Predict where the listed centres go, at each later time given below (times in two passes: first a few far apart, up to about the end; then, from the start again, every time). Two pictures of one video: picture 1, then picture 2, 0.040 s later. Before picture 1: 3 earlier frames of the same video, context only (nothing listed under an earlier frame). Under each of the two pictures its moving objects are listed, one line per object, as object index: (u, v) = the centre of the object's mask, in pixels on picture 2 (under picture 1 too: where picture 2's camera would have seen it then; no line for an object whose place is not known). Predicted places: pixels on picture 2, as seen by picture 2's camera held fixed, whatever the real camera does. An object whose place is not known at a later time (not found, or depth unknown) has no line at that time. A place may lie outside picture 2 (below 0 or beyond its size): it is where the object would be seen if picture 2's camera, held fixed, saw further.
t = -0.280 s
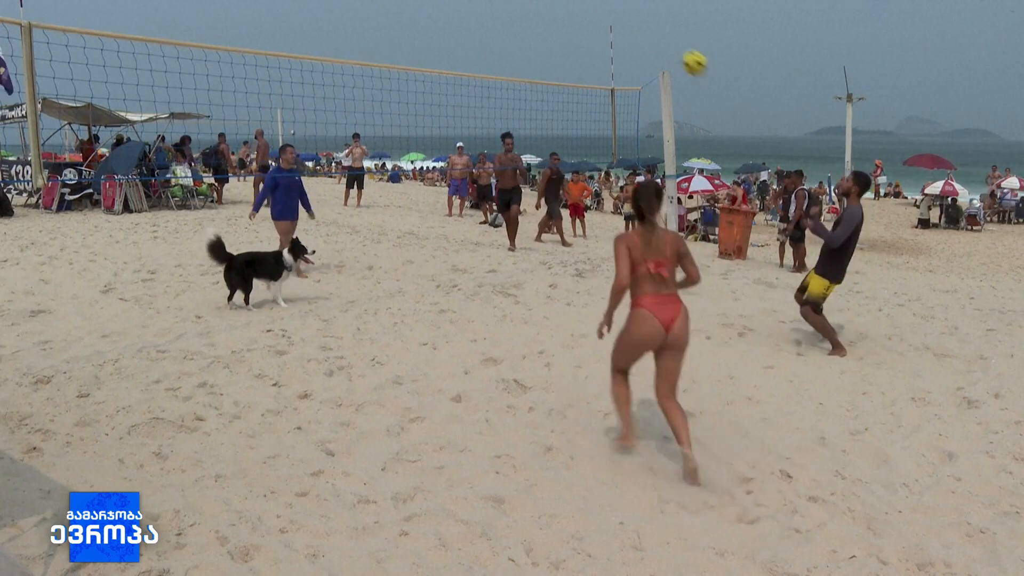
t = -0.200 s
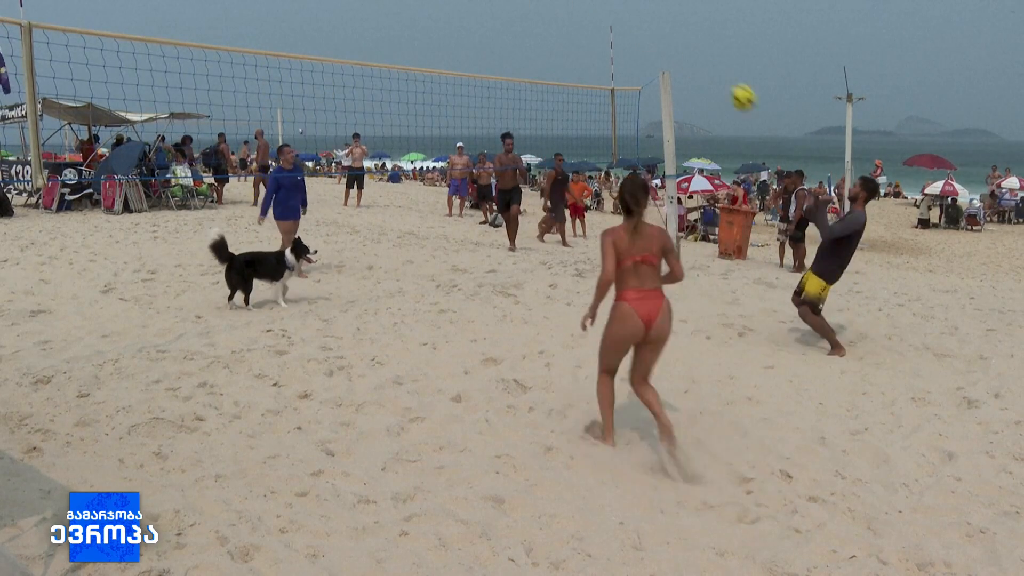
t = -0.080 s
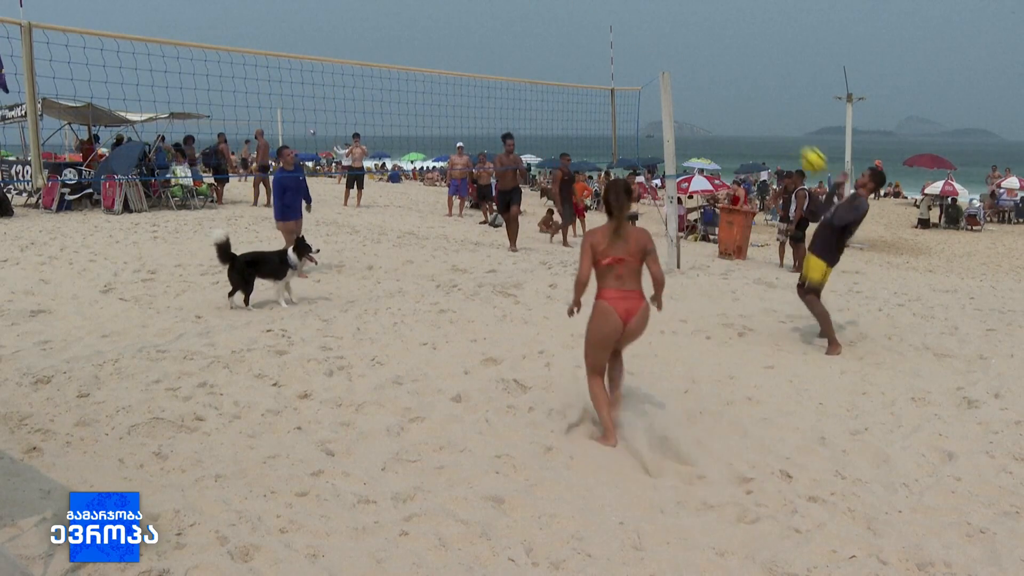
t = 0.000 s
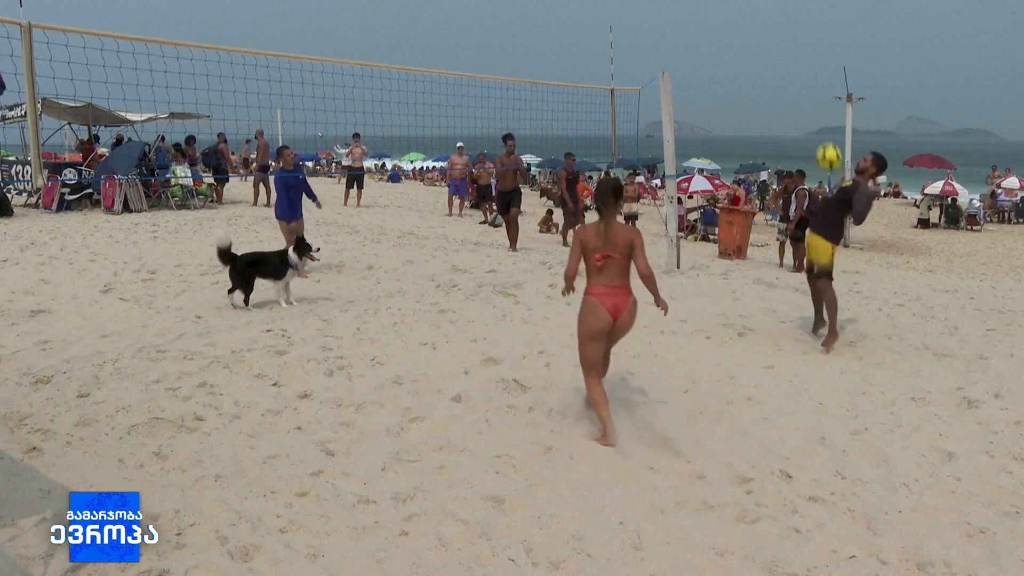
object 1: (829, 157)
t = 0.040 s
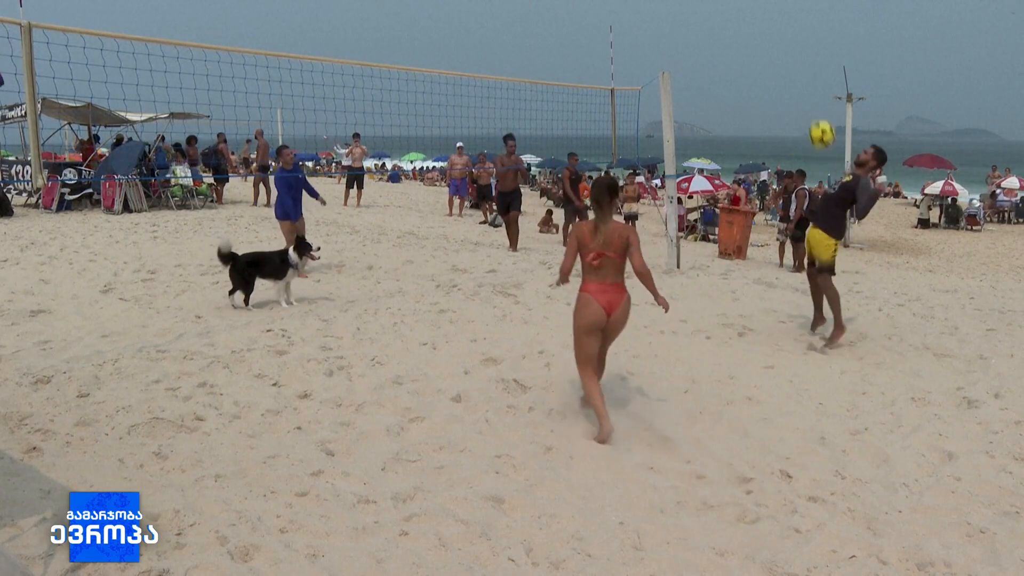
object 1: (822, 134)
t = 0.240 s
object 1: (788, 48)
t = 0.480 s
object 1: (743, 7)
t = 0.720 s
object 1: (694, 26)
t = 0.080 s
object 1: (816, 114)
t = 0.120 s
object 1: (810, 96)
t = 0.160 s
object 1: (802, 77)
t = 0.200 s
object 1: (796, 63)
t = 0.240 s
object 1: (788, 48)
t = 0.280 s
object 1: (781, 36)
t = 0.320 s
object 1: (774, 26)
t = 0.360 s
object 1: (765, 16)
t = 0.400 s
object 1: (759, 11)
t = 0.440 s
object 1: (750, 8)
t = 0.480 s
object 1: (743, 7)
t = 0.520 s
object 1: (736, 6)
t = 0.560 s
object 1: (727, 6)
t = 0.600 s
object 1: (719, 8)
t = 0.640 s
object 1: (710, 10)
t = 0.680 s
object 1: (703, 16)
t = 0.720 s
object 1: (694, 26)
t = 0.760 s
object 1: (685, 36)
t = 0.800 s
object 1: (677, 51)
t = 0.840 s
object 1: (668, 66)
